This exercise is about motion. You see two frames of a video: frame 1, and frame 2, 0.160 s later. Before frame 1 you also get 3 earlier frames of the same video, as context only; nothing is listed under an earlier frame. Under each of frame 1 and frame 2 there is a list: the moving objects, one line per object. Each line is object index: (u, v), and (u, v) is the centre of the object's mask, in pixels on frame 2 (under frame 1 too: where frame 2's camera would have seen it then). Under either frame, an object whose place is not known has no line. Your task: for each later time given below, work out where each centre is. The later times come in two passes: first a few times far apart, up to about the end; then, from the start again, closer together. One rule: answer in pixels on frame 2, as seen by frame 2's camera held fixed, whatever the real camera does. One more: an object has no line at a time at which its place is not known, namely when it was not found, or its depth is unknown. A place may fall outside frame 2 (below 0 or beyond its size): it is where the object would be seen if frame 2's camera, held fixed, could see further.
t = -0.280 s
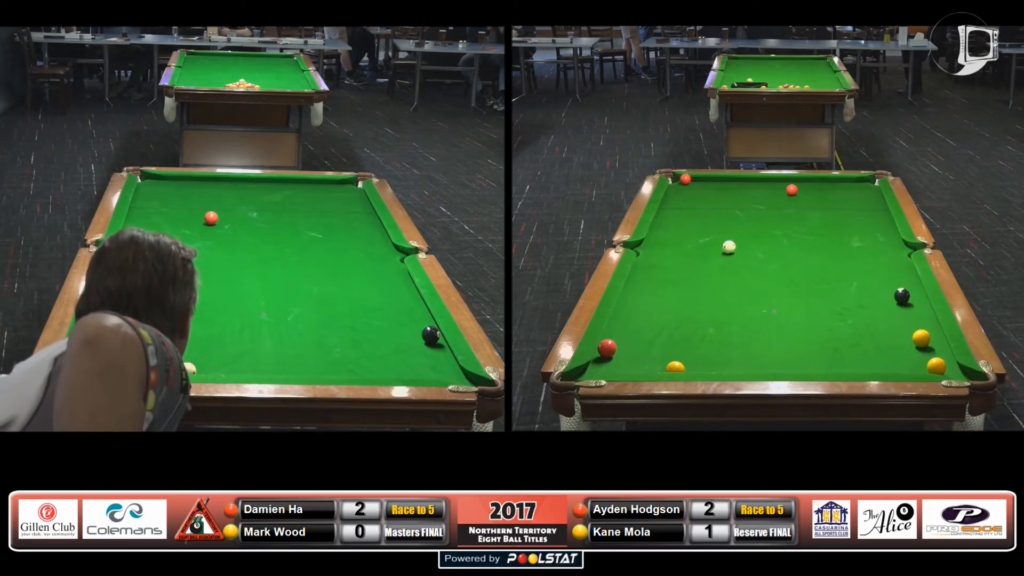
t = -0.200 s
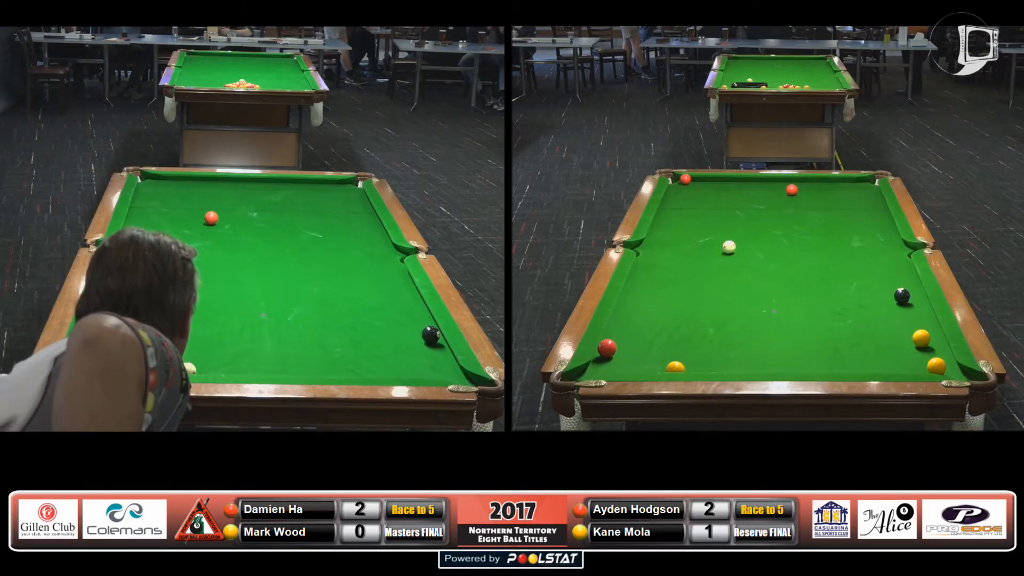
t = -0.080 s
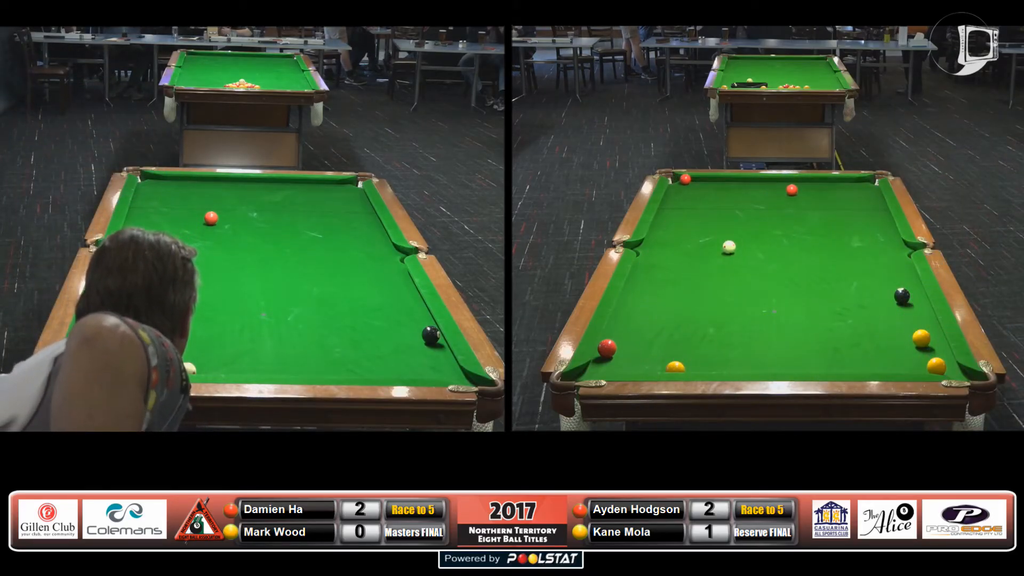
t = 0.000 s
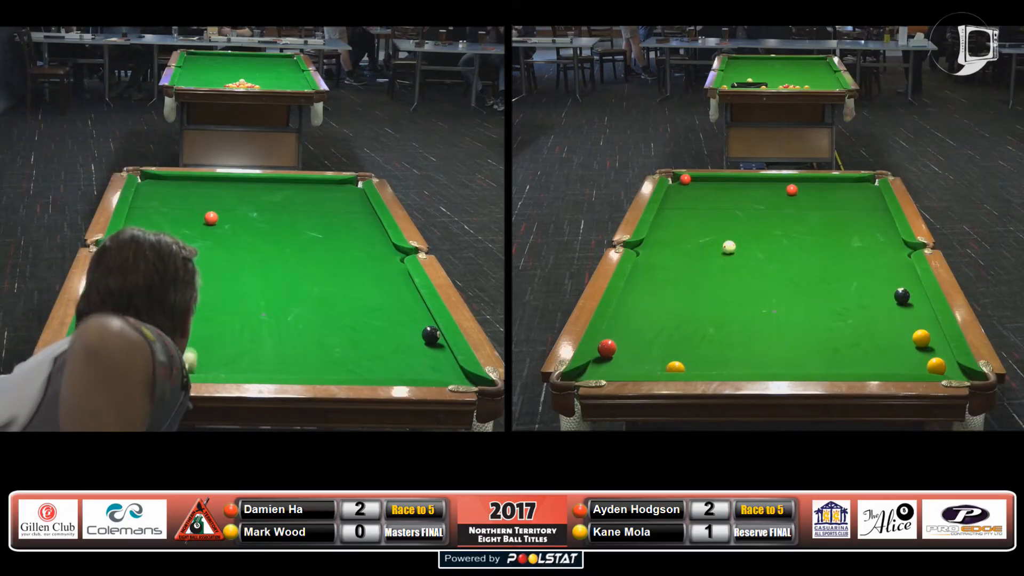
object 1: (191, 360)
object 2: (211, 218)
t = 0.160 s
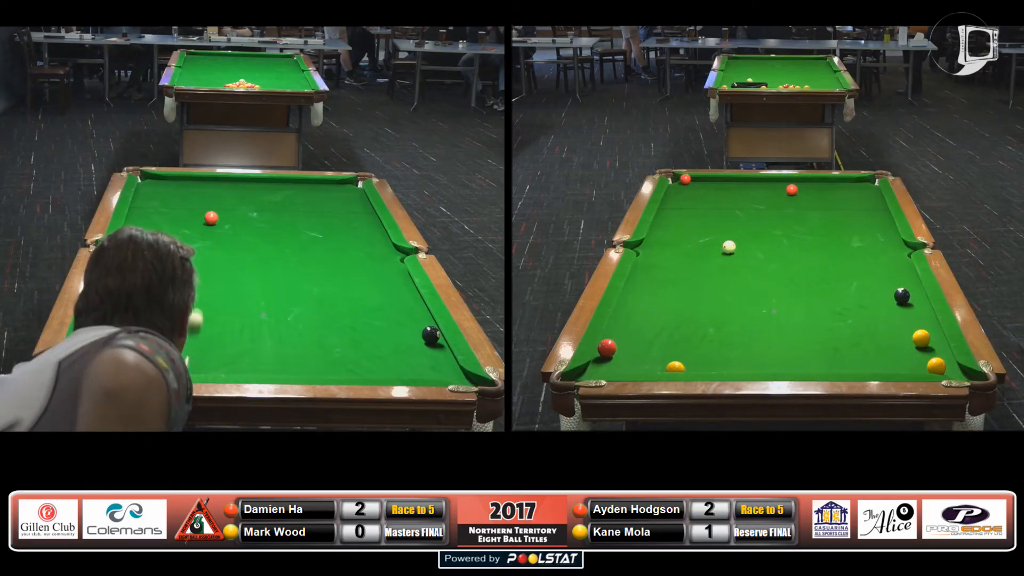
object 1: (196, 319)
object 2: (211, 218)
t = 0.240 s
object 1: (200, 301)
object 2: (211, 218)
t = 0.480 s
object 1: (204, 256)
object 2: (211, 218)
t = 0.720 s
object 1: (210, 223)
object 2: (212, 215)
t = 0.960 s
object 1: (208, 219)
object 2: (215, 198)
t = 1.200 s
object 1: (208, 214)
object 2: (219, 185)
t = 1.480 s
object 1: (207, 210)
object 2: (221, 183)
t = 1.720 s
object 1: (207, 206)
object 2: (223, 190)
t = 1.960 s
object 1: (206, 203)
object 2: (224, 197)
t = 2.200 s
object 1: (207, 201)
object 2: (225, 204)
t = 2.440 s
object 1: (205, 199)
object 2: (226, 211)
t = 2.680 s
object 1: (205, 198)
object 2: (227, 218)
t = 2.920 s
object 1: (205, 197)
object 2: (227, 224)
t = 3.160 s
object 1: (204, 196)
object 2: (228, 231)
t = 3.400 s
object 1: (203, 196)
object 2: (228, 237)
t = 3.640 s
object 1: (203, 196)
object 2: (228, 243)
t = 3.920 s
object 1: (204, 196)
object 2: (228, 250)
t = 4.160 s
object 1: (203, 196)
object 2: (228, 255)
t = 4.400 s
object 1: (203, 196)
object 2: (228, 259)
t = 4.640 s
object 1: (203, 196)
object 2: (228, 264)
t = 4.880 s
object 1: (203, 196)
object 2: (228, 267)
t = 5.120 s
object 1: (203, 196)
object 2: (227, 270)
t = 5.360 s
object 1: (203, 196)
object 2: (227, 273)
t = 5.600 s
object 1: (203, 196)
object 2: (226, 275)
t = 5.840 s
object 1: (203, 196)
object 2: (226, 276)
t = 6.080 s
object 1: (204, 196)
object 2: (226, 277)
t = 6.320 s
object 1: (204, 196)
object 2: (226, 277)
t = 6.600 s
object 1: (204, 196)
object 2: (227, 277)
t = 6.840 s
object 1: (204, 196)
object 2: (227, 277)
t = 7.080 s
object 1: (204, 196)
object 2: (227, 277)
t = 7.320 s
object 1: (204, 196)
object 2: (227, 277)
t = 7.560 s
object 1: (203, 196)
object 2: (227, 277)
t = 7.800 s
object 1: (203, 196)
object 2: (227, 277)
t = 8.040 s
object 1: (203, 196)
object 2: (227, 277)
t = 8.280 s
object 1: (203, 196)
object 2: (227, 277)
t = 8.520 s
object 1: (203, 196)
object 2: (227, 277)
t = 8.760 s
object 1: (203, 196)
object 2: (227, 277)
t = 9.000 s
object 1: (203, 196)
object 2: (227, 277)
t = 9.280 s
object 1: (203, 196)
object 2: (227, 277)
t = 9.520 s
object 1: (203, 196)
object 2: (227, 277)
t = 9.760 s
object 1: (203, 196)
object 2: (227, 277)
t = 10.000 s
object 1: (204, 196)
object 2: (227, 277)
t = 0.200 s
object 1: (198, 310)
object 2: (211, 218)
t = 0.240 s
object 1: (200, 301)
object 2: (211, 218)
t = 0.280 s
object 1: (201, 292)
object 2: (211, 218)
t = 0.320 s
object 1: (202, 284)
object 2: (211, 218)
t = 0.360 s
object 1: (202, 277)
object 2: (211, 218)
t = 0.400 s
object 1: (203, 270)
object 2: (211, 218)
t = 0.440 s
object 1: (204, 263)
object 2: (211, 218)
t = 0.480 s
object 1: (204, 256)
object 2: (211, 218)
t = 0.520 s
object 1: (206, 250)
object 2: (211, 218)
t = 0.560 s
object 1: (207, 244)
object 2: (211, 218)
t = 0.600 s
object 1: (207, 238)
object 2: (211, 218)
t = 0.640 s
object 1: (208, 233)
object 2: (211, 218)
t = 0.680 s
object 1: (209, 228)
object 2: (211, 216)
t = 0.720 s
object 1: (210, 223)
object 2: (212, 215)
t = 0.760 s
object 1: (209, 223)
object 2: (212, 212)
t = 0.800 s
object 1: (209, 222)
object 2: (213, 210)
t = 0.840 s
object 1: (209, 222)
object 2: (214, 207)
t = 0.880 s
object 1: (209, 221)
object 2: (214, 204)
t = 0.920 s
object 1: (209, 220)
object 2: (215, 201)
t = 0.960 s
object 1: (208, 219)
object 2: (215, 198)
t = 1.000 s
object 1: (208, 218)
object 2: (216, 196)
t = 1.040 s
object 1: (208, 218)
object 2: (216, 194)
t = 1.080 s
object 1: (208, 217)
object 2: (217, 192)
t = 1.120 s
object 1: (208, 216)
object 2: (217, 189)
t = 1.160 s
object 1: (208, 215)
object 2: (218, 187)
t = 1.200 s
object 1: (208, 214)
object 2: (219, 185)
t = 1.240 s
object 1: (208, 214)
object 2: (219, 183)
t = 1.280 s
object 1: (208, 213)
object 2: (219, 181)
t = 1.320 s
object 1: (208, 212)
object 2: (220, 179)
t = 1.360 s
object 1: (208, 211)
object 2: (220, 179)
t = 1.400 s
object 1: (208, 211)
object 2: (221, 181)
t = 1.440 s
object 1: (207, 210)
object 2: (221, 182)
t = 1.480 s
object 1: (207, 210)
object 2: (221, 183)
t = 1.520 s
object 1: (207, 209)
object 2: (221, 184)
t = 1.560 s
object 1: (207, 208)
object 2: (222, 185)
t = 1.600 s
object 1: (207, 208)
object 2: (222, 186)
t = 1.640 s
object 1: (207, 207)
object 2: (222, 188)
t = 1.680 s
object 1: (207, 207)
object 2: (223, 189)
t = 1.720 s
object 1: (207, 206)
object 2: (223, 190)
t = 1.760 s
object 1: (207, 206)
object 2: (223, 191)
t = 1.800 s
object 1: (206, 205)
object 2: (223, 193)
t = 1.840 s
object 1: (206, 205)
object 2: (224, 194)
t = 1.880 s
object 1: (206, 204)
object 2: (224, 195)
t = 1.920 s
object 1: (206, 204)
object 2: (224, 196)
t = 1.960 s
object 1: (206, 203)
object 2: (224, 197)
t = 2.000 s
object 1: (206, 203)
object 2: (224, 198)
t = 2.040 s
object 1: (206, 202)
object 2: (224, 200)
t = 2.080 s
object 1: (206, 202)
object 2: (225, 201)
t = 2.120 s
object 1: (206, 201)
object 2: (225, 202)
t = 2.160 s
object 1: (207, 200)
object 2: (225, 203)
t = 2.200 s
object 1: (207, 201)
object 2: (225, 204)
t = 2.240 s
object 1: (206, 200)
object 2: (225, 205)
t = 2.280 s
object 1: (206, 200)
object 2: (225, 207)
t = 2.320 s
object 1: (206, 200)
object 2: (225, 208)
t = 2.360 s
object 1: (205, 199)
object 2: (226, 209)
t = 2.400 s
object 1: (205, 199)
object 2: (226, 210)
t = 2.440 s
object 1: (205, 199)
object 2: (226, 211)
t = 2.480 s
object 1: (205, 199)
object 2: (226, 212)
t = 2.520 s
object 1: (205, 198)
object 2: (226, 213)
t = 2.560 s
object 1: (205, 198)
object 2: (226, 215)
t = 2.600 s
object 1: (205, 198)
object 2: (226, 216)
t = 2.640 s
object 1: (205, 198)
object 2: (226, 217)
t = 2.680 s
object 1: (205, 198)
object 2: (227, 218)
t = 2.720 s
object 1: (205, 197)
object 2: (227, 219)
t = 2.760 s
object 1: (205, 197)
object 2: (227, 220)
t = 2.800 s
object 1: (205, 197)
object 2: (227, 221)
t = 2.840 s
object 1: (205, 197)
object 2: (227, 222)
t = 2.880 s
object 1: (205, 197)
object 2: (227, 223)
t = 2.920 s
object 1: (205, 197)
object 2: (227, 224)
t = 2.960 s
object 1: (204, 196)
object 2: (227, 226)
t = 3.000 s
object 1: (204, 196)
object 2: (227, 227)
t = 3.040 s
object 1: (204, 196)
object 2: (228, 228)
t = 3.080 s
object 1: (204, 196)
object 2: (228, 229)
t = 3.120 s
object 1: (204, 196)
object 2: (228, 230)
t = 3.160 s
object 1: (204, 196)
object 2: (228, 231)
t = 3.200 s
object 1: (204, 196)
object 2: (228, 232)
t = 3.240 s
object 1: (204, 196)
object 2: (228, 233)
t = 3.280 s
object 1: (203, 196)
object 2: (228, 234)
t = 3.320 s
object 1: (203, 196)
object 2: (228, 235)
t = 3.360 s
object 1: (203, 196)
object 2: (228, 236)
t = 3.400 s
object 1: (203, 196)
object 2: (228, 237)
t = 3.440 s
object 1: (203, 196)
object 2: (228, 238)
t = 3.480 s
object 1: (203, 196)
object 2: (228, 239)
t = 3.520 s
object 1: (204, 196)
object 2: (228, 240)
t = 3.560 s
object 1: (203, 196)
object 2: (228, 241)
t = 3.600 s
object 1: (203, 196)
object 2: (228, 242)
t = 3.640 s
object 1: (203, 196)
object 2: (228, 243)
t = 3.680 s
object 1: (203, 196)
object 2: (228, 244)
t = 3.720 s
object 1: (203, 196)
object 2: (228, 245)
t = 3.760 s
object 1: (204, 196)
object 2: (228, 244)
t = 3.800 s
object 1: (204, 196)
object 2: (228, 247)
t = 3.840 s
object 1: (204, 196)
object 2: (228, 248)
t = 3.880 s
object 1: (204, 196)
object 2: (228, 249)
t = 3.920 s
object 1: (204, 196)
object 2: (228, 250)
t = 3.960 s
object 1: (204, 196)
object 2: (228, 250)
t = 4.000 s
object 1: (204, 196)
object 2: (228, 252)
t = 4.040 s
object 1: (203, 196)
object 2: (228, 252)
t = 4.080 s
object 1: (204, 196)
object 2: (228, 253)
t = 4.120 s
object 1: (204, 196)
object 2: (228, 254)
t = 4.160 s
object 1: (203, 196)
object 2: (228, 255)
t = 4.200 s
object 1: (203, 196)
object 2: (228, 256)
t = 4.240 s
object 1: (204, 196)
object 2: (228, 256)
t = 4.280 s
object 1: (203, 196)
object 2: (228, 257)
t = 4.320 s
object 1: (204, 196)
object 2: (228, 258)
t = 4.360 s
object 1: (204, 196)
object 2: (228, 259)
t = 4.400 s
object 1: (203, 196)
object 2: (228, 259)
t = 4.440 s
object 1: (203, 196)
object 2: (228, 260)
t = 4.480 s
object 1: (203, 196)
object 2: (228, 261)
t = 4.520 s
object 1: (203, 196)
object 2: (228, 262)
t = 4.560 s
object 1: (203, 196)
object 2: (228, 262)
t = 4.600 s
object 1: (203, 196)
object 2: (228, 263)
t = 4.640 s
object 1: (203, 196)
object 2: (228, 264)
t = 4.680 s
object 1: (203, 196)
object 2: (228, 264)
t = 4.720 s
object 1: (203, 196)
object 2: (228, 265)
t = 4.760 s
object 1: (203, 196)
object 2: (228, 266)
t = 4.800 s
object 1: (203, 196)
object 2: (228, 266)
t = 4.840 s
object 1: (203, 196)
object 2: (228, 267)
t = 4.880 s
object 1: (203, 196)
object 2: (228, 267)
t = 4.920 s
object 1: (203, 196)
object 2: (228, 268)
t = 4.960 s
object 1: (203, 196)
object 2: (228, 268)
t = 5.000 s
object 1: (203, 196)
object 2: (228, 269)
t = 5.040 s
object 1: (203, 196)
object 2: (228, 269)
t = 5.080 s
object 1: (203, 196)
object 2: (228, 270)
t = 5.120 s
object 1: (203, 196)
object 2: (227, 270)
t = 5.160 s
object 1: (203, 196)
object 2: (227, 271)
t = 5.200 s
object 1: (203, 196)
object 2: (227, 271)
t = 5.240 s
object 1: (203, 196)
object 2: (227, 272)
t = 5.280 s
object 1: (203, 196)
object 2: (227, 272)
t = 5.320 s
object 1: (203, 196)
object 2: (227, 272)
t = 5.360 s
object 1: (203, 196)
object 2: (227, 273)
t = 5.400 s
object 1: (203, 196)
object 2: (227, 273)
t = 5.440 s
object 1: (203, 196)
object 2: (227, 273)
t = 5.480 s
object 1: (203, 196)
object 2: (227, 274)
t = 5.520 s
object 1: (203, 196)
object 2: (227, 274)
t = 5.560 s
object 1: (203, 196)
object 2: (226, 274)
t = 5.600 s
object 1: (203, 196)
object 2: (226, 275)
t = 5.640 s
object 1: (204, 196)
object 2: (226, 275)
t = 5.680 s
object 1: (204, 196)
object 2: (226, 275)
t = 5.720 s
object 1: (204, 196)
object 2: (226, 275)
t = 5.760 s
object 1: (204, 196)
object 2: (226, 275)
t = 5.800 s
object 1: (203, 196)
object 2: (226, 276)
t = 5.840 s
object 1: (203, 196)
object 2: (226, 276)
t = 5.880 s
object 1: (204, 196)
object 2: (226, 276)
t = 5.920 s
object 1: (204, 196)
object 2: (226, 276)
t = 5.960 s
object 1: (204, 196)
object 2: (226, 276)
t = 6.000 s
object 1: (203, 196)
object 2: (226, 276)
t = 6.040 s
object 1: (203, 196)
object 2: (226, 276)
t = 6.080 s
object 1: (204, 196)
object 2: (226, 277)
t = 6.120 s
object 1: (204, 196)
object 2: (226, 277)
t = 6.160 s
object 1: (204, 196)
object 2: (226, 277)
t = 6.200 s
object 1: (204, 196)
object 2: (226, 277)
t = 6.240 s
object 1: (204, 196)
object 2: (226, 277)
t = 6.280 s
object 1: (204, 196)
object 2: (226, 276)
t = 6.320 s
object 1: (204, 196)
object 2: (226, 277)
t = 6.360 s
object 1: (204, 196)
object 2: (226, 277)
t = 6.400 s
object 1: (204, 196)
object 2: (226, 277)
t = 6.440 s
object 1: (204, 196)
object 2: (226, 277)
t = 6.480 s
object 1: (203, 196)
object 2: (226, 276)
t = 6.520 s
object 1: (204, 196)
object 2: (227, 277)
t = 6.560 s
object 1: (204, 196)
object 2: (227, 276)
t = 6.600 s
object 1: (204, 196)
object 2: (227, 277)
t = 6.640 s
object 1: (204, 196)
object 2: (227, 277)
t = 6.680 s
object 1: (204, 196)
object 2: (227, 277)
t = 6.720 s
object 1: (204, 196)
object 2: (227, 277)
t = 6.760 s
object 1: (203, 196)
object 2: (227, 276)
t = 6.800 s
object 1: (203, 196)
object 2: (227, 277)
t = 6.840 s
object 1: (204, 196)
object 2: (227, 277)
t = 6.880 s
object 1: (204, 196)
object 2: (227, 277)
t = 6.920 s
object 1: (204, 196)
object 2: (227, 277)
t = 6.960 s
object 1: (204, 196)
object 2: (227, 277)
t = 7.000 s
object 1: (204, 196)
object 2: (227, 276)
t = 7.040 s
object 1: (204, 196)
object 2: (227, 277)
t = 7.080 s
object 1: (204, 196)
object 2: (227, 277)
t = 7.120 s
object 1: (204, 196)
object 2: (227, 277)
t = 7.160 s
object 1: (204, 196)
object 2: (227, 277)
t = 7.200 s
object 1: (204, 196)
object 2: (227, 277)
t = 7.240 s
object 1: (204, 196)
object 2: (227, 276)
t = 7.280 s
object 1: (204, 196)
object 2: (227, 277)
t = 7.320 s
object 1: (204, 196)
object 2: (227, 277)
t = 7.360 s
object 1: (204, 196)
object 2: (227, 277)
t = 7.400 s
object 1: (204, 196)
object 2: (227, 277)
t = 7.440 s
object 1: (204, 196)
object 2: (227, 276)
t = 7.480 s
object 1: (204, 196)
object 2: (227, 276)
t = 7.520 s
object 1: (204, 196)
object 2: (227, 277)
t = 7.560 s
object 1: (203, 196)
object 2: (227, 277)
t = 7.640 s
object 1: (203, 196)
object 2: (227, 277)
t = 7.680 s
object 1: (203, 196)
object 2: (227, 276)
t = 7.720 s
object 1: (203, 196)
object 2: (227, 277)
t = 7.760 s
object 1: (203, 196)
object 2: (227, 277)
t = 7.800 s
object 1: (203, 196)
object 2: (227, 277)
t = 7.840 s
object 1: (203, 196)
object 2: (227, 277)
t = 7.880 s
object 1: (203, 196)
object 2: (227, 277)
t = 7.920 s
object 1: (203, 196)
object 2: (227, 277)
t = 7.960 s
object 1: (203, 196)
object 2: (227, 277)
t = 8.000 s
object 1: (203, 196)
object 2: (227, 277)
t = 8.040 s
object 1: (203, 196)
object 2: (227, 277)
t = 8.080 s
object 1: (203, 196)
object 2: (227, 277)
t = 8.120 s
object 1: (203, 196)
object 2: (227, 277)
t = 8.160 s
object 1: (203, 196)
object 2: (227, 277)
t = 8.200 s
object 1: (204, 196)
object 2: (227, 277)
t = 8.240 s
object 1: (203, 196)
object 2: (227, 277)
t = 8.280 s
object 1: (203, 196)
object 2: (227, 277)
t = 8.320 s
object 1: (203, 196)
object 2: (227, 277)
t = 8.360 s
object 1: (203, 196)
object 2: (227, 277)
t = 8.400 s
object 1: (203, 196)
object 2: (227, 277)
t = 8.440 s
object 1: (203, 196)
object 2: (227, 277)
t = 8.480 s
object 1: (203, 196)
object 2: (227, 277)
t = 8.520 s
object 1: (203, 196)
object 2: (227, 277)
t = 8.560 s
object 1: (203, 196)
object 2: (227, 277)
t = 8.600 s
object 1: (203, 196)
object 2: (227, 277)
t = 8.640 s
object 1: (203, 196)
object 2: (227, 277)
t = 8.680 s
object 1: (203, 196)
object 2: (227, 277)
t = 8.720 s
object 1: (203, 196)
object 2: (227, 277)
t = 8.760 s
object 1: (203, 196)
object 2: (227, 277)
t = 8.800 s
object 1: (203, 196)
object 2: (227, 277)
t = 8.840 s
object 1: (203, 196)
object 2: (227, 277)
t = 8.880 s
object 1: (203, 196)
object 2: (227, 277)
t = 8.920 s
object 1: (204, 196)
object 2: (227, 277)
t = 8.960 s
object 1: (203, 196)
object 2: (227, 277)
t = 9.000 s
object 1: (203, 196)
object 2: (227, 277)
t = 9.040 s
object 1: (203, 196)
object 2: (227, 277)
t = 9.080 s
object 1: (203, 196)
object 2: (227, 277)
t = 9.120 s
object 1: (204, 196)
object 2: (227, 277)
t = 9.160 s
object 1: (204, 196)
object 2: (227, 277)
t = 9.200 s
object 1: (203, 196)
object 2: (227, 277)
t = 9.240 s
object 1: (203, 196)
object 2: (227, 277)
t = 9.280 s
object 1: (203, 196)
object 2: (227, 277)
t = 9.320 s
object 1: (203, 196)
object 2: (227, 277)
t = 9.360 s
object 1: (204, 196)
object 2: (227, 277)
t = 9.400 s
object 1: (203, 196)
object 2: (227, 277)
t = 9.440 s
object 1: (203, 196)
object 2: (227, 277)
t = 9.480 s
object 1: (203, 196)
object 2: (227, 277)
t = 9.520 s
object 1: (203, 196)
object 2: (227, 277)
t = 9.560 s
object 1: (204, 196)
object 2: (227, 277)
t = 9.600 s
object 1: (204, 196)
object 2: (227, 277)
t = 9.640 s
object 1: (203, 196)
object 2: (227, 277)
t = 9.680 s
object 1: (203, 196)
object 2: (227, 277)
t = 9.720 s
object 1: (203, 196)
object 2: (227, 277)
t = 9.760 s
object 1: (203, 196)
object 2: (227, 277)
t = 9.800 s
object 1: (203, 196)
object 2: (227, 277)
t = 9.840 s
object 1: (203, 196)
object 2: (227, 277)
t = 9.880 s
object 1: (203, 196)
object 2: (227, 277)
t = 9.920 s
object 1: (203, 196)
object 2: (227, 277)
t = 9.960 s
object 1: (203, 196)
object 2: (227, 277)
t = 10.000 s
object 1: (204, 196)
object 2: (227, 277)
